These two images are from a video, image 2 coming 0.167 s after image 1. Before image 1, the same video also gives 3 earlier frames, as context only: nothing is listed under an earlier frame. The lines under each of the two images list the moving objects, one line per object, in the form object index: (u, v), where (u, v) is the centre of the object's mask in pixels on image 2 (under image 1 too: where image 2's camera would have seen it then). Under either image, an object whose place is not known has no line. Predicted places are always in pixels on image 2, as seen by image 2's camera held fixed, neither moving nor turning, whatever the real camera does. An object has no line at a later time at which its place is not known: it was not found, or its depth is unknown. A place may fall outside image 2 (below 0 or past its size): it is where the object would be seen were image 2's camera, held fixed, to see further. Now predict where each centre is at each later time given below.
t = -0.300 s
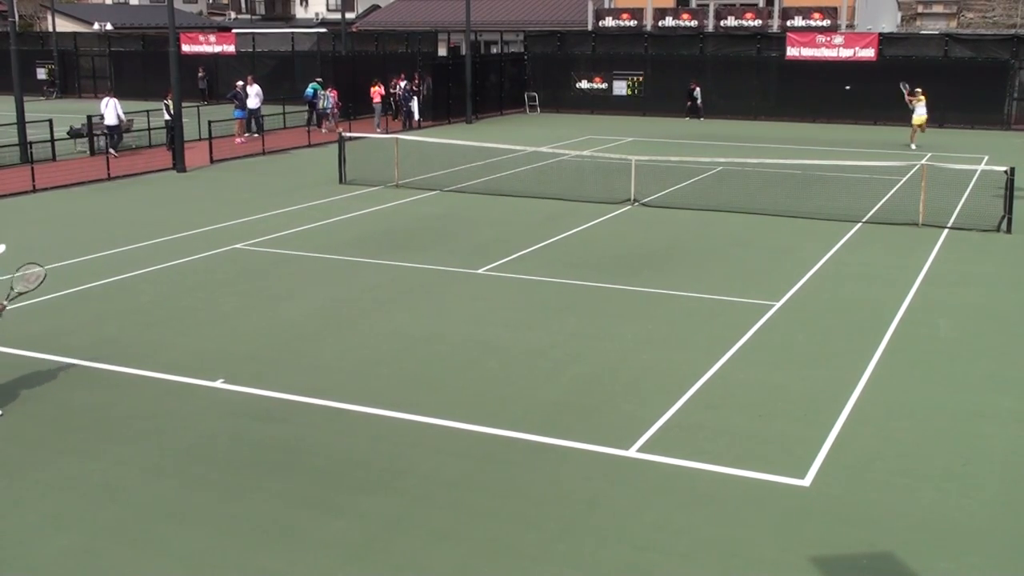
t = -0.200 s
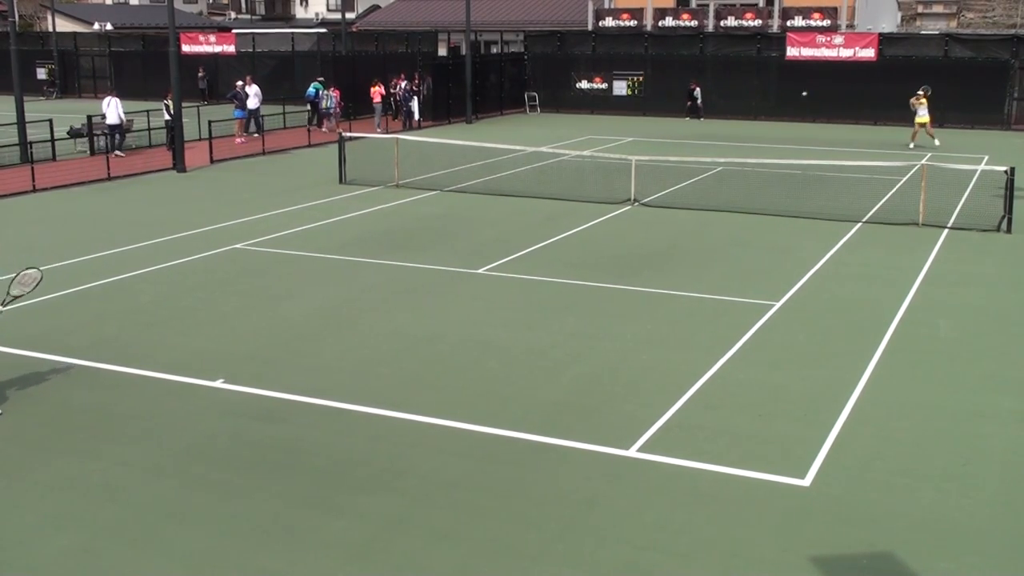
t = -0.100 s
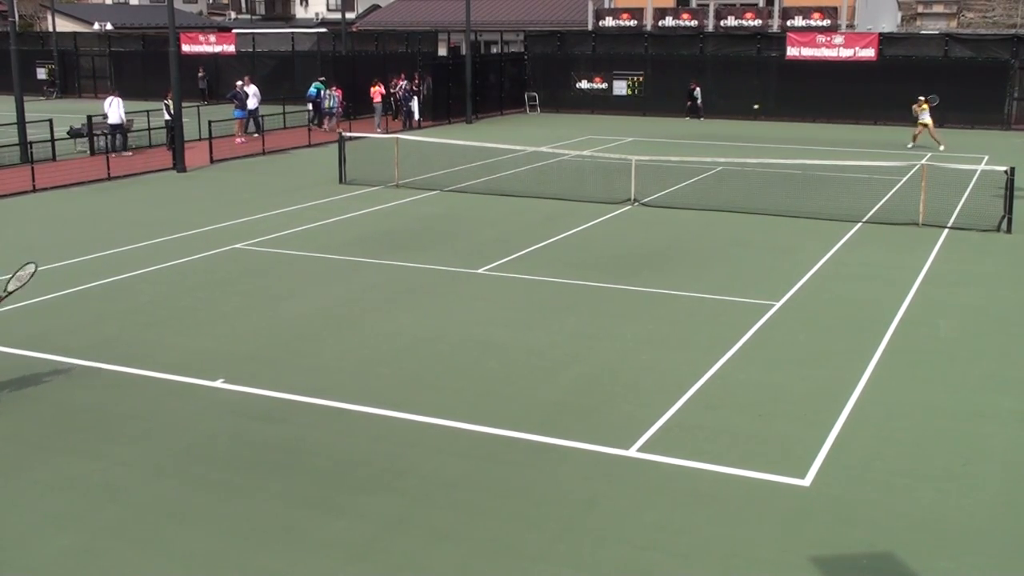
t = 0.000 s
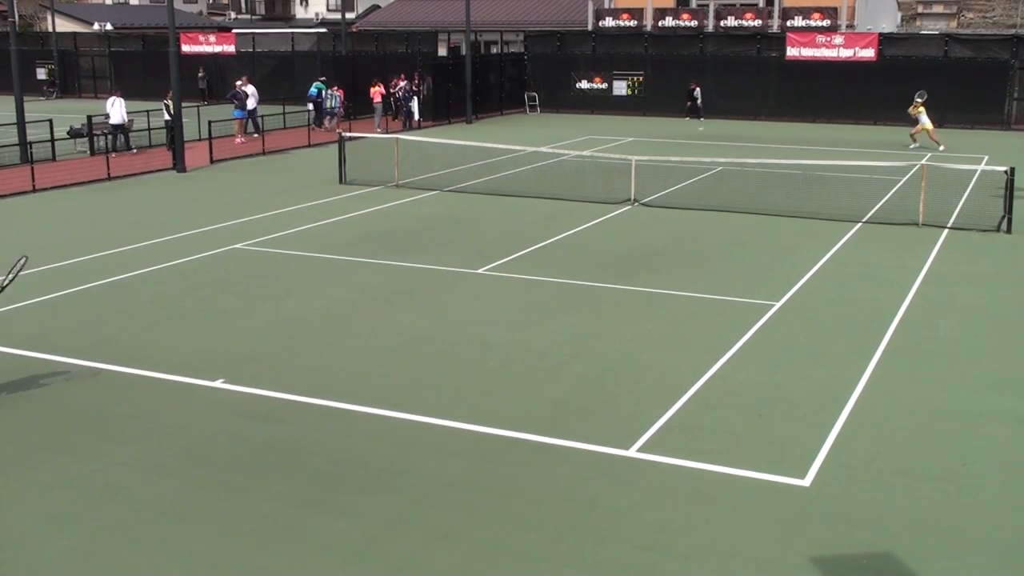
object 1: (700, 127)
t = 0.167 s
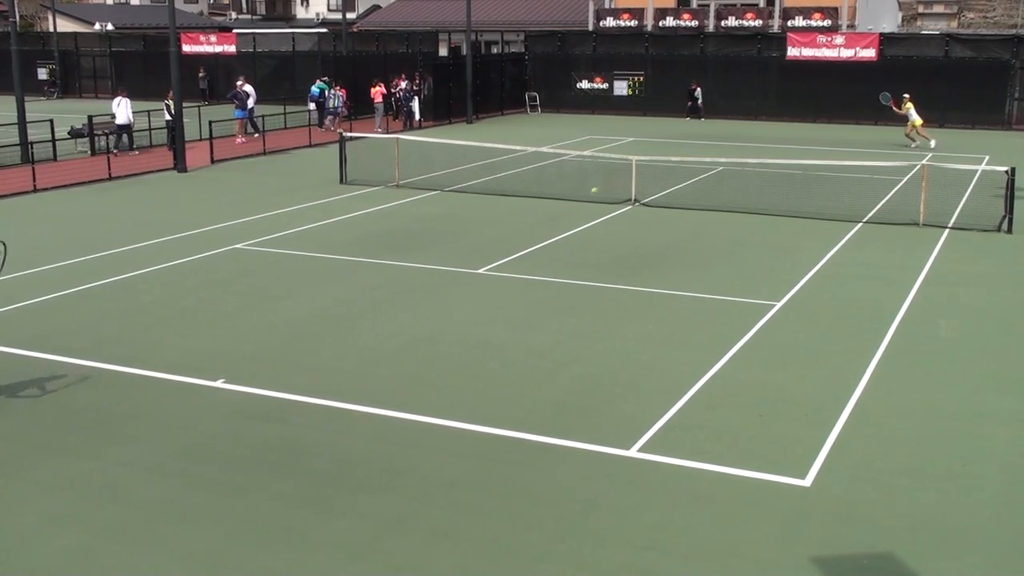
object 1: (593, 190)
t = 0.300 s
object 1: (486, 271)
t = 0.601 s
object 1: (252, 283)
